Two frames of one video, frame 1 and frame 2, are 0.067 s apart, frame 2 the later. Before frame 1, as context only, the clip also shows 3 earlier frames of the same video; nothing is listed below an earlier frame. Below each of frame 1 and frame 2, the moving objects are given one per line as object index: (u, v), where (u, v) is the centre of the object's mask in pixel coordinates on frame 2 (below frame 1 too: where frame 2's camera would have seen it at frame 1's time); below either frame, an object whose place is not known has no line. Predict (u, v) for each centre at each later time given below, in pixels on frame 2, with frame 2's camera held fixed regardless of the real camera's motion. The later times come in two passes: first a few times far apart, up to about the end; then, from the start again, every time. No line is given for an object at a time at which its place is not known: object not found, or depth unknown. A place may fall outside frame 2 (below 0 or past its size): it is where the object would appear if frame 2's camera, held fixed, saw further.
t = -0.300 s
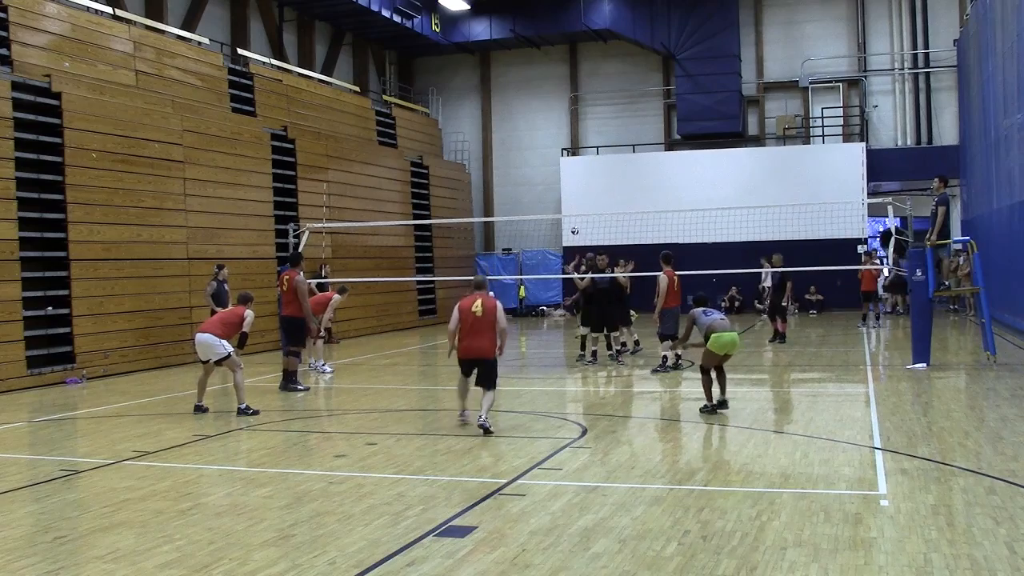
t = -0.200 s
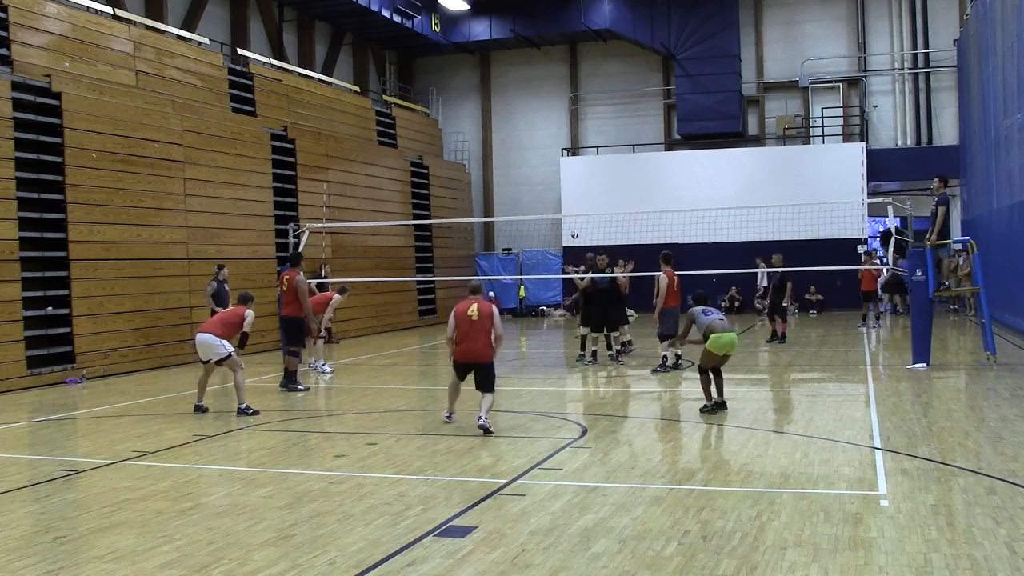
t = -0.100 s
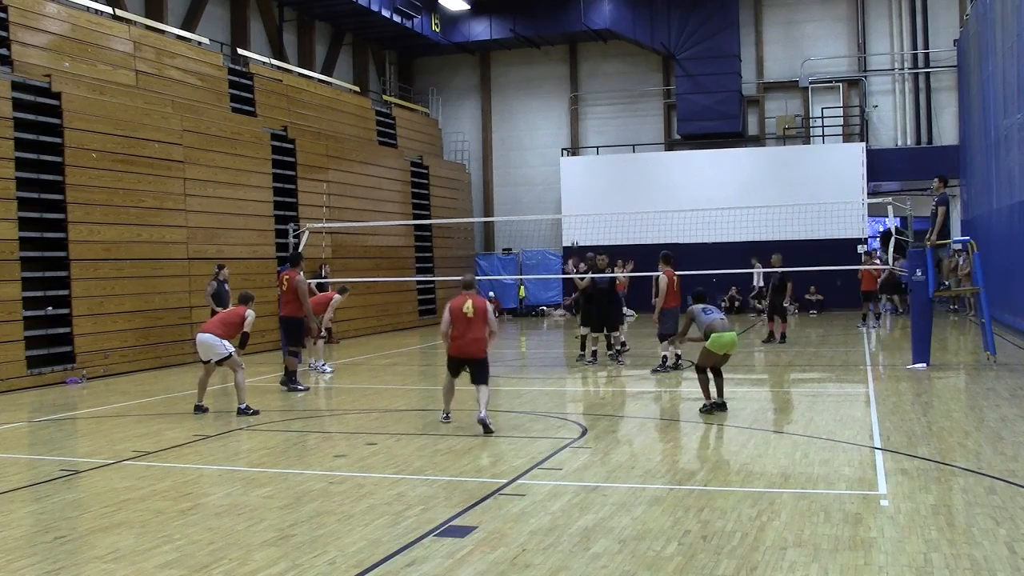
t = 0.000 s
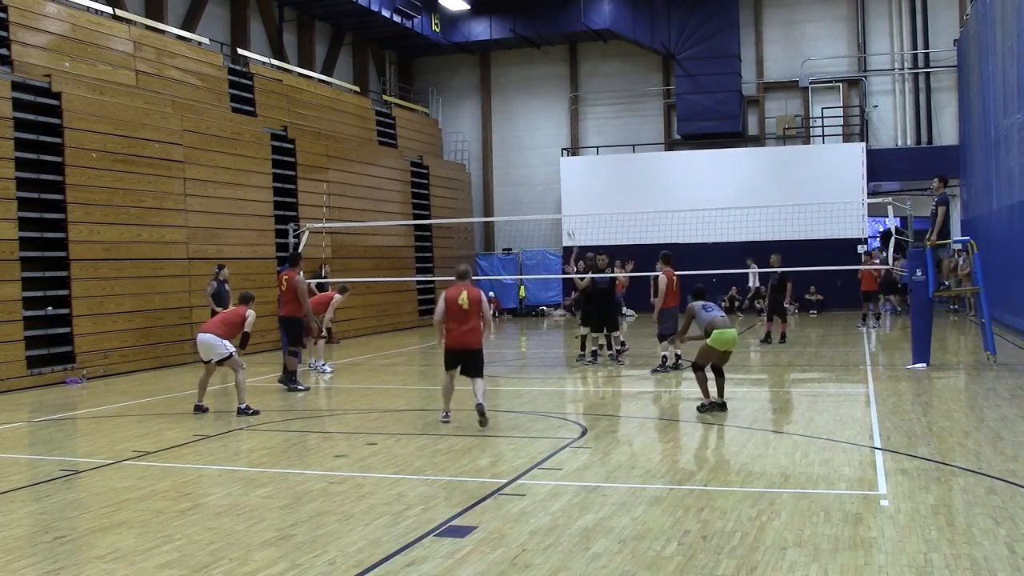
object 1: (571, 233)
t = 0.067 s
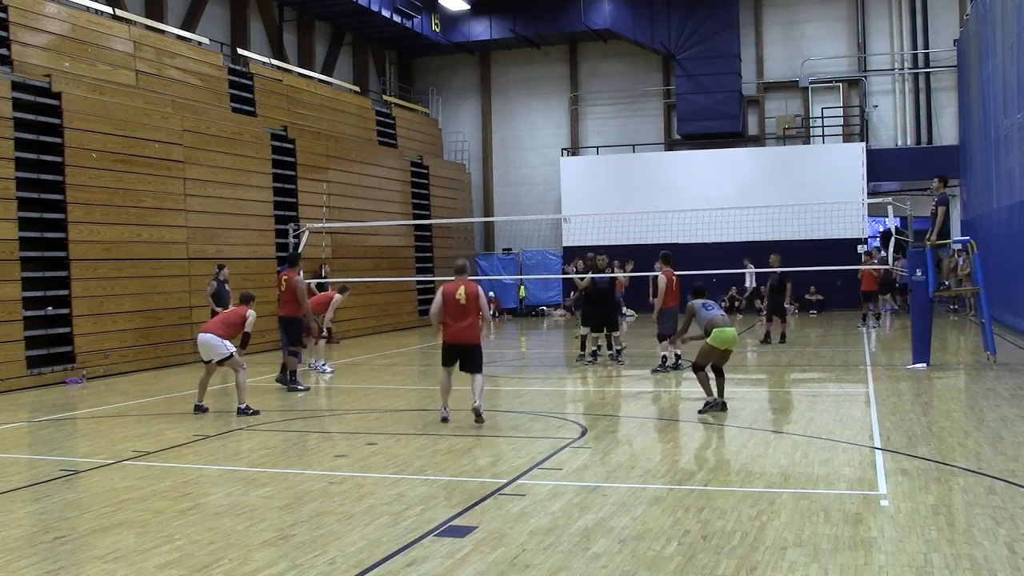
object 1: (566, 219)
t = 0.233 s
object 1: (551, 180)
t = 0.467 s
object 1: (531, 142)
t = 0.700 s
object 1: (512, 126)
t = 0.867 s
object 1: (498, 132)
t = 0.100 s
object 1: (563, 209)
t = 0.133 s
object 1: (560, 202)
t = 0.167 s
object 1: (558, 193)
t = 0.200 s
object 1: (554, 186)
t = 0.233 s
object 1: (551, 180)
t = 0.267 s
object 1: (549, 172)
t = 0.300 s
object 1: (546, 167)
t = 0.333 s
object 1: (542, 161)
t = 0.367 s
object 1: (540, 155)
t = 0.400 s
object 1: (537, 151)
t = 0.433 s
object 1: (534, 146)
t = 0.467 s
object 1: (531, 142)
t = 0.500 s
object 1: (529, 139)
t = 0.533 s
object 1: (526, 135)
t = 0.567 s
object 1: (523, 132)
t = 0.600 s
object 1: (520, 130)
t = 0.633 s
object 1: (517, 127)
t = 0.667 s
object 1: (514, 127)
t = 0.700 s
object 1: (512, 126)
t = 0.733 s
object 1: (509, 125)
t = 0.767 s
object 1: (506, 126)
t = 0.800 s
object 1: (504, 127)
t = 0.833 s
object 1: (502, 129)
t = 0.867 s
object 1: (498, 132)
